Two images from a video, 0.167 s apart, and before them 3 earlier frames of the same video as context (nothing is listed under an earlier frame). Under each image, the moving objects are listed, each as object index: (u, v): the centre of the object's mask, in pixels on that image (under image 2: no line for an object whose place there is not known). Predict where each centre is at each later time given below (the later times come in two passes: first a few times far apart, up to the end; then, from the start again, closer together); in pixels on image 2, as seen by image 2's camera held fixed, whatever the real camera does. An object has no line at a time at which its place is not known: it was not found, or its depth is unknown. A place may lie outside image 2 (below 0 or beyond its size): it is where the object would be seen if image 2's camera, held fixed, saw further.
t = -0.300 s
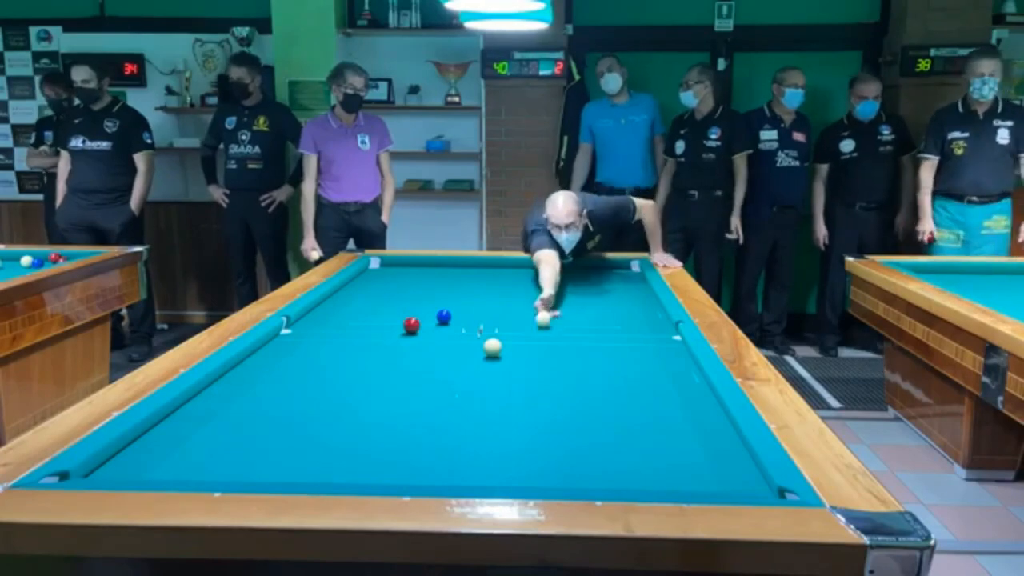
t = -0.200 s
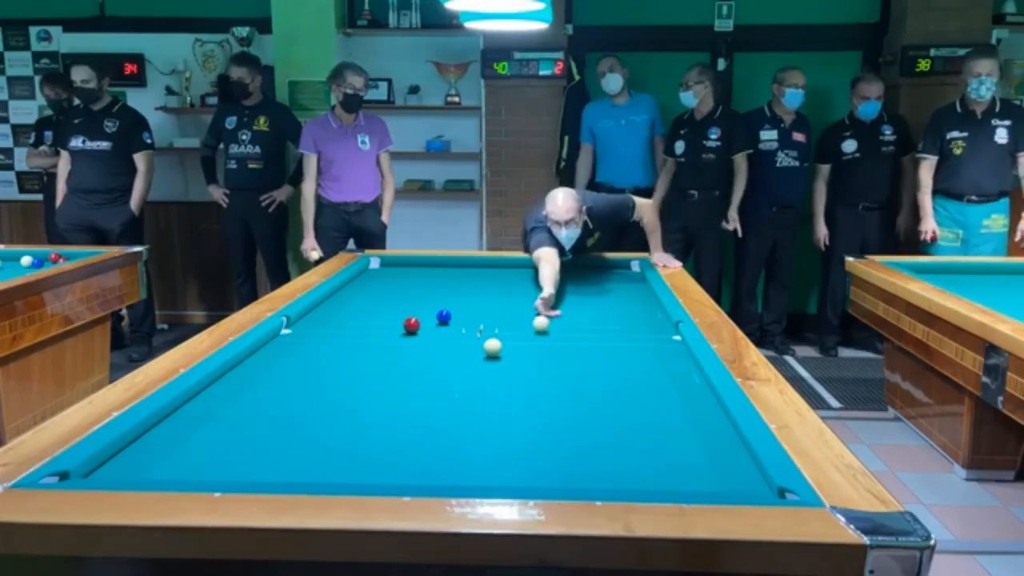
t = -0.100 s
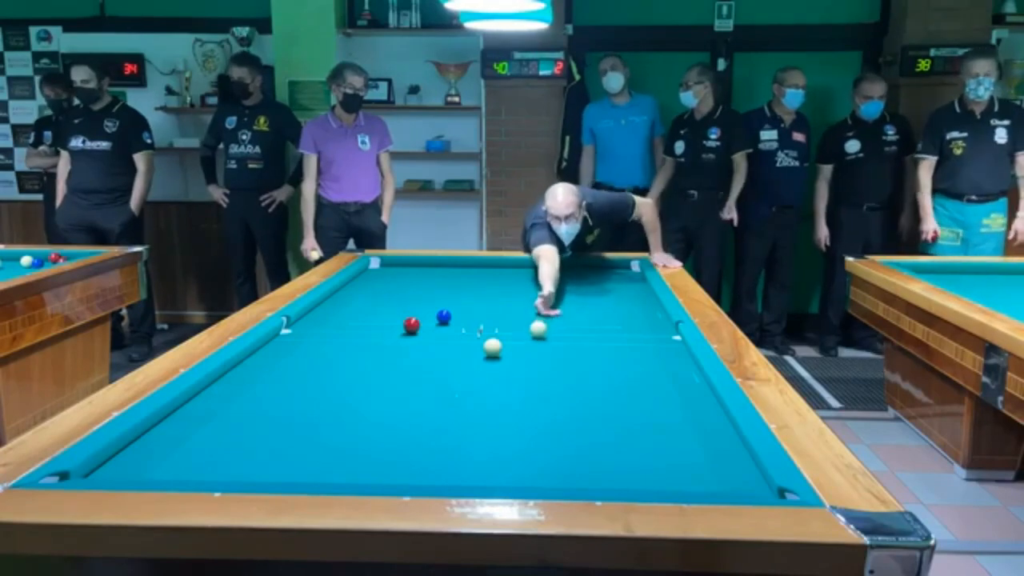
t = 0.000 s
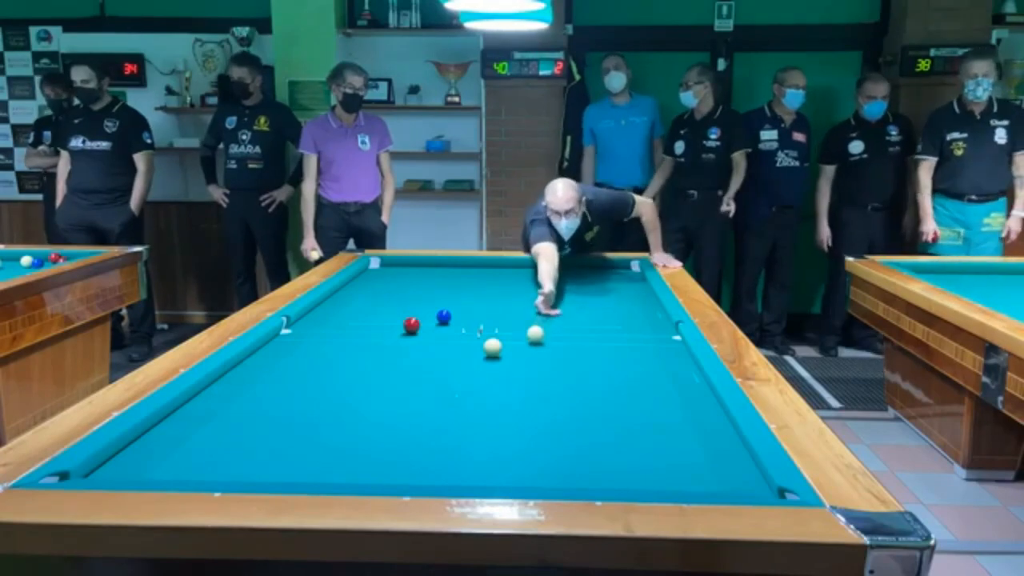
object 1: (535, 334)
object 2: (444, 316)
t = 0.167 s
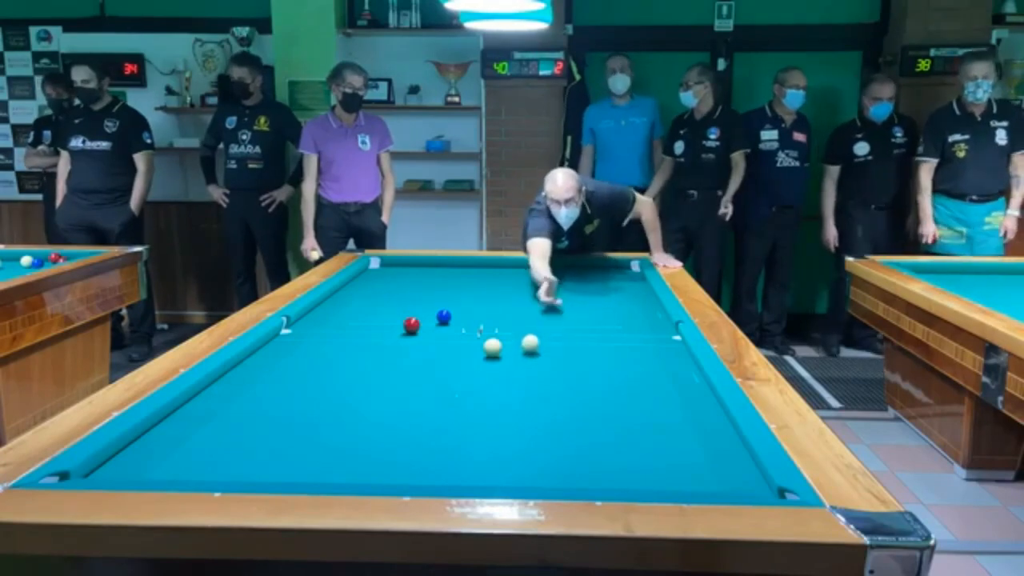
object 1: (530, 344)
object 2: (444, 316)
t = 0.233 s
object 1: (528, 348)
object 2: (444, 316)
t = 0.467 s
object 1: (520, 363)
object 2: (444, 316)
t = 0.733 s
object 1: (510, 383)
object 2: (443, 316)
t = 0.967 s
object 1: (500, 402)
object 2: (444, 316)
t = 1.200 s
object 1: (488, 425)
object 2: (444, 316)
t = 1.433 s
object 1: (475, 452)
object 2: (444, 316)
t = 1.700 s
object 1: (457, 479)
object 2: (444, 316)
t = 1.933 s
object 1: (455, 471)
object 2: (444, 316)
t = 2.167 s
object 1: (455, 454)
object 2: (444, 316)
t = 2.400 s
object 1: (455, 438)
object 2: (444, 316)
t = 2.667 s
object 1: (455, 423)
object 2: (444, 316)
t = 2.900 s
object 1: (455, 411)
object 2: (443, 316)
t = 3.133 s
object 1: (455, 401)
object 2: (443, 316)
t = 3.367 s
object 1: (455, 391)
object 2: (443, 316)
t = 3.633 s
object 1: (455, 381)
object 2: (443, 316)
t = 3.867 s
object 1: (455, 373)
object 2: (443, 316)
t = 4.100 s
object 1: (456, 366)
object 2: (444, 316)
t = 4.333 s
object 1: (456, 359)
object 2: (444, 316)
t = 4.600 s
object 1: (456, 352)
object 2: (444, 316)
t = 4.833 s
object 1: (456, 347)
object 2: (444, 316)
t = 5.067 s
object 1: (456, 342)
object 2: (444, 316)
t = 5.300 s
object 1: (456, 337)
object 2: (444, 316)
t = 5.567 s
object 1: (456, 333)
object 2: (443, 316)
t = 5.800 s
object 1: (456, 329)
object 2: (443, 316)
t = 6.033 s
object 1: (456, 326)
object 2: (443, 316)
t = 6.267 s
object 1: (455, 323)
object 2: (443, 315)
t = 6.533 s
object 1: (455, 319)
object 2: (442, 316)
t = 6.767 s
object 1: (457, 317)
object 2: (441, 315)
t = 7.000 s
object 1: (461, 315)
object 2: (437, 314)
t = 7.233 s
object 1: (464, 314)
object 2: (434, 314)
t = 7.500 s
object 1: (467, 312)
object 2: (431, 313)
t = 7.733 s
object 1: (469, 311)
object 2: (429, 313)
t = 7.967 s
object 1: (471, 311)
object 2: (428, 313)
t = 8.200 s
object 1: (472, 310)
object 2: (427, 313)
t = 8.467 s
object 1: (474, 309)
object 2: (426, 312)
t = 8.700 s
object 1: (475, 308)
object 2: (426, 312)
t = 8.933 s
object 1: (476, 307)
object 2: (426, 312)
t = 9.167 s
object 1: (477, 307)
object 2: (426, 312)
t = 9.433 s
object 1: (477, 307)
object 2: (426, 312)
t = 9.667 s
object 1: (477, 307)
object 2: (426, 312)
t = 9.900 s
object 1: (477, 307)
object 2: (426, 312)
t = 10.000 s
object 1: (477, 307)
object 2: (426, 312)
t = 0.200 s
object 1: (529, 346)
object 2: (444, 316)
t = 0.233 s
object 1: (528, 348)
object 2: (444, 316)
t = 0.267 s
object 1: (527, 350)
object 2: (444, 316)
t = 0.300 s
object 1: (526, 352)
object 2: (444, 316)
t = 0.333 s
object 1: (525, 354)
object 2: (444, 316)
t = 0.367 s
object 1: (524, 356)
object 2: (444, 316)
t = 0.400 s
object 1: (523, 359)
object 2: (444, 316)
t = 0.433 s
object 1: (521, 361)
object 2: (444, 316)
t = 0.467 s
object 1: (520, 363)
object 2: (444, 316)
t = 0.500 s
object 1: (519, 365)
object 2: (444, 316)
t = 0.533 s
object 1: (518, 367)
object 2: (444, 316)
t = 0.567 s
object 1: (517, 370)
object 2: (444, 316)
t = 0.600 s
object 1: (515, 373)
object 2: (444, 316)
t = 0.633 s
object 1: (514, 375)
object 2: (444, 316)
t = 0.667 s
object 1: (513, 377)
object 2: (444, 316)
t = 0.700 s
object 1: (511, 380)
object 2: (444, 316)
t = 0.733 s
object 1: (510, 383)
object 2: (443, 316)
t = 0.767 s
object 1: (509, 386)
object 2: (444, 316)
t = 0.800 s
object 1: (507, 388)
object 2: (444, 316)
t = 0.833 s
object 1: (506, 391)
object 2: (444, 316)
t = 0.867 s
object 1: (504, 393)
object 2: (444, 316)
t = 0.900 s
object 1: (503, 396)
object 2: (444, 316)
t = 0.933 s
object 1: (501, 399)
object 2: (444, 316)
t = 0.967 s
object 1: (500, 402)
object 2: (444, 316)
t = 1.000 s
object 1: (499, 405)
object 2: (444, 316)
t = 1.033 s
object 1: (497, 408)
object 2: (444, 316)
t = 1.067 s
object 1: (495, 411)
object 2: (444, 316)
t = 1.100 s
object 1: (494, 415)
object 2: (444, 316)
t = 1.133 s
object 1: (492, 419)
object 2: (444, 316)
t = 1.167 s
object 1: (490, 422)
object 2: (444, 316)
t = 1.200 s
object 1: (488, 425)
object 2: (444, 316)
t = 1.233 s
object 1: (487, 429)
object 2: (444, 316)
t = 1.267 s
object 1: (485, 432)
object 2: (444, 316)
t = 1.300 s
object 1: (483, 436)
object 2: (444, 316)
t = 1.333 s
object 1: (481, 440)
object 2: (444, 316)
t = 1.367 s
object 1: (479, 444)
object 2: (444, 316)
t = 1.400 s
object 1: (477, 448)
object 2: (444, 316)
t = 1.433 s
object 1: (475, 452)
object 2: (444, 316)
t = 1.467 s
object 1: (473, 457)
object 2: (444, 316)
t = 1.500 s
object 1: (471, 460)
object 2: (444, 316)
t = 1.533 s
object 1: (469, 464)
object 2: (444, 316)
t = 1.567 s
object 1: (466, 469)
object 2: (444, 316)
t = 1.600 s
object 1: (464, 472)
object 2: (444, 316)
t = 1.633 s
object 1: (462, 474)
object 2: (444, 316)
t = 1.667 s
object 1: (459, 477)
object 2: (444, 316)
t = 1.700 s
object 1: (457, 479)
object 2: (444, 316)
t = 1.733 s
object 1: (455, 481)
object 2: (444, 316)
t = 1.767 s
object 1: (455, 479)
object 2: (444, 316)
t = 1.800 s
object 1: (455, 477)
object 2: (444, 316)
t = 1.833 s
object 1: (455, 476)
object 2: (444, 316)
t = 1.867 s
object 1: (455, 475)
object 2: (444, 316)
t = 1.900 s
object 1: (455, 473)
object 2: (444, 316)
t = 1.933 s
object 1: (455, 471)
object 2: (444, 316)
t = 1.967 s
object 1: (455, 470)
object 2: (444, 316)
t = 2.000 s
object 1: (455, 468)
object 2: (444, 316)
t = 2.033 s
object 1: (455, 465)
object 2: (444, 316)
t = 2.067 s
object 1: (455, 462)
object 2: (444, 316)
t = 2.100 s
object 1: (455, 460)
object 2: (444, 316)
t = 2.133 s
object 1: (455, 457)
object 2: (444, 316)
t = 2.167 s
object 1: (455, 454)
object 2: (444, 316)
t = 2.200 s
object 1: (455, 452)
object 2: (444, 316)
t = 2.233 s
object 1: (455, 450)
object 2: (444, 316)
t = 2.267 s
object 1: (455, 447)
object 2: (444, 316)
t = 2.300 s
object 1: (455, 445)
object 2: (444, 316)
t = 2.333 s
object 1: (455, 443)
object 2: (444, 316)
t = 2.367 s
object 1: (455, 441)
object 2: (444, 316)
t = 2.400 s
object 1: (455, 438)
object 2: (444, 316)
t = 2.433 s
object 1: (455, 437)
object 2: (444, 316)
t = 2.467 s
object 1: (455, 434)
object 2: (444, 316)
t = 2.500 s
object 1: (455, 432)
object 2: (444, 316)
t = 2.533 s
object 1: (455, 431)
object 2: (444, 316)
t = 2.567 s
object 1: (455, 429)
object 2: (444, 316)
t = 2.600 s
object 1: (455, 427)
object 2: (444, 316)
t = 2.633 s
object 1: (455, 425)
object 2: (444, 316)
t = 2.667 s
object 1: (455, 423)
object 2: (444, 316)
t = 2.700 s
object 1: (455, 421)
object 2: (444, 316)
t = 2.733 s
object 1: (455, 420)
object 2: (444, 316)
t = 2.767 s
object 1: (455, 418)
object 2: (444, 316)
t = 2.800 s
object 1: (455, 417)
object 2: (443, 316)
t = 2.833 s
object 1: (455, 415)
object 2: (443, 316)
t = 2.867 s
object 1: (455, 413)
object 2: (443, 316)
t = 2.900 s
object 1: (455, 411)
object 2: (443, 316)
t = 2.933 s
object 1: (455, 410)
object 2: (443, 316)
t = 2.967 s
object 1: (455, 408)
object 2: (443, 316)
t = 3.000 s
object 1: (455, 407)
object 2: (443, 316)
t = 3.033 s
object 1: (455, 405)
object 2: (443, 316)
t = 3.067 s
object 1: (455, 403)
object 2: (443, 316)
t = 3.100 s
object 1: (455, 402)
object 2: (443, 316)
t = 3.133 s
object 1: (455, 401)
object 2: (443, 316)
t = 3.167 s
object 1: (455, 399)
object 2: (443, 316)
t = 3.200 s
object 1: (455, 398)
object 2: (443, 316)
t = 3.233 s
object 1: (455, 396)
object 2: (443, 316)
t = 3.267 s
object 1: (455, 395)
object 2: (443, 316)
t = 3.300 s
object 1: (455, 394)
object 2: (443, 316)
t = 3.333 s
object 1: (455, 392)
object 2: (443, 316)
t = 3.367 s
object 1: (455, 391)
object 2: (443, 316)
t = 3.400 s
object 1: (455, 390)
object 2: (443, 316)
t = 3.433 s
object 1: (455, 388)
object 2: (443, 316)
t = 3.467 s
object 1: (455, 387)
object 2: (443, 316)
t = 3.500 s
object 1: (455, 385)
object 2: (443, 316)
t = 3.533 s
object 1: (455, 385)
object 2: (443, 316)
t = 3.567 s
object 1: (455, 383)
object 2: (443, 316)
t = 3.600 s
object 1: (455, 382)
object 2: (443, 316)
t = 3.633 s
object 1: (455, 381)
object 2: (443, 316)
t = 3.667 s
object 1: (455, 380)
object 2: (443, 316)
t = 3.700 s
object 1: (455, 379)
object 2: (443, 316)
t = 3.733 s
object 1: (455, 377)
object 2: (443, 316)
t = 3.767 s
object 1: (455, 376)
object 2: (443, 316)
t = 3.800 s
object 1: (455, 375)
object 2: (443, 316)
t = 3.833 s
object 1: (455, 374)
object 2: (443, 316)
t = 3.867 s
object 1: (455, 373)
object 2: (443, 316)
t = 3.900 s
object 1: (455, 372)
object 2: (443, 316)
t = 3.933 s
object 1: (455, 371)
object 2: (443, 316)
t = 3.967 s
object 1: (455, 370)
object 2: (443, 316)
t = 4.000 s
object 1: (455, 369)
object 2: (443, 316)
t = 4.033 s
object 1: (455, 368)
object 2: (444, 316)
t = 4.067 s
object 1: (455, 367)
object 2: (444, 316)
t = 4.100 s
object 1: (456, 366)
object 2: (444, 316)
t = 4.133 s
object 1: (456, 365)
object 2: (444, 316)
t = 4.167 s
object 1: (455, 364)
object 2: (444, 316)
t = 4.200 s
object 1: (456, 363)
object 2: (444, 316)
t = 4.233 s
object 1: (456, 362)
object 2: (444, 316)
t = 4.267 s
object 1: (456, 361)
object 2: (444, 316)
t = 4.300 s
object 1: (456, 360)
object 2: (444, 316)
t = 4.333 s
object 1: (456, 359)
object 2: (444, 316)
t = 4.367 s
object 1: (456, 358)
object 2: (444, 316)
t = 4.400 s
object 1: (456, 357)
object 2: (444, 316)
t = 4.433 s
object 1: (455, 356)
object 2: (444, 316)
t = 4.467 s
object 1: (456, 356)
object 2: (444, 316)
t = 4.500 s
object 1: (455, 355)
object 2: (444, 316)
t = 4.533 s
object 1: (455, 354)
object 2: (444, 316)
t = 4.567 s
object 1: (456, 353)
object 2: (444, 316)
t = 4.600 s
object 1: (456, 352)
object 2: (444, 316)
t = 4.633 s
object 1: (456, 351)
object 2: (444, 316)
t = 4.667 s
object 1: (456, 350)
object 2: (444, 316)
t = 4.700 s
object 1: (456, 350)
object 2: (444, 316)
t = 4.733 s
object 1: (456, 349)
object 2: (444, 316)
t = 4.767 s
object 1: (456, 348)
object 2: (444, 316)
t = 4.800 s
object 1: (456, 347)
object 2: (444, 316)
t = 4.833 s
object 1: (456, 347)
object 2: (444, 316)
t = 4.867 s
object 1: (456, 346)
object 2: (444, 316)
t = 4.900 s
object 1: (456, 345)
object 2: (444, 316)
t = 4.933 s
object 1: (456, 345)
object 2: (444, 316)
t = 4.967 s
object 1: (456, 344)
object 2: (444, 316)
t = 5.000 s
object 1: (456, 343)
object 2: (444, 316)
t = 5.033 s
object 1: (456, 343)
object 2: (444, 316)
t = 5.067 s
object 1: (456, 342)
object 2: (444, 316)
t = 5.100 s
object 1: (456, 341)
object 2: (443, 316)
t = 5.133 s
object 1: (456, 341)
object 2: (444, 316)
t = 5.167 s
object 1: (456, 340)
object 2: (443, 316)
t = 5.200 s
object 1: (456, 339)
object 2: (444, 316)
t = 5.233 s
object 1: (456, 339)
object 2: (443, 316)
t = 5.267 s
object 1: (456, 338)
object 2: (443, 316)
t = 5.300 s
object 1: (456, 337)
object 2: (444, 316)
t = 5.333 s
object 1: (456, 337)
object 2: (443, 316)
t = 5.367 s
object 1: (456, 336)
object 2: (444, 316)
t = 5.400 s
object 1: (456, 336)
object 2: (444, 316)
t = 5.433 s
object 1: (456, 335)
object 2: (443, 316)
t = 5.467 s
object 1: (456, 334)
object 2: (443, 316)
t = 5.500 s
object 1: (456, 334)
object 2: (443, 316)
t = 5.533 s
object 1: (456, 333)
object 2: (443, 316)
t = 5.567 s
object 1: (456, 333)
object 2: (443, 316)
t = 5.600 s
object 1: (456, 332)
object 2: (443, 316)
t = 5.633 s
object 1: (456, 332)
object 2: (443, 316)
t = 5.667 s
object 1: (456, 331)
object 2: (443, 316)
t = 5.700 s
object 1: (456, 330)
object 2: (443, 316)
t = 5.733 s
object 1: (456, 330)
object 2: (443, 316)
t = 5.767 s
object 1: (456, 330)
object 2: (443, 316)
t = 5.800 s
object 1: (456, 329)
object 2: (443, 316)
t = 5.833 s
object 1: (456, 328)
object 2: (443, 316)
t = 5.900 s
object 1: (456, 327)
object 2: (443, 316)
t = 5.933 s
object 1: (456, 327)
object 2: (443, 316)
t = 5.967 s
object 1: (456, 327)
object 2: (443, 316)
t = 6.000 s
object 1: (456, 326)
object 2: (443, 316)
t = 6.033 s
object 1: (456, 326)
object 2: (443, 316)
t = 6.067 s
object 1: (456, 325)
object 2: (443, 316)
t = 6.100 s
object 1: (456, 325)
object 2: (443, 316)
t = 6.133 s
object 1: (455, 324)
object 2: (443, 316)
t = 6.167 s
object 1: (455, 324)
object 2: (443, 316)
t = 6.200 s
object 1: (456, 324)
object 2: (443, 315)
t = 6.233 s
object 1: (456, 323)
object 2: (443, 315)
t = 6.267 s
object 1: (455, 323)
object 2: (443, 315)
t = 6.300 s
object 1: (455, 322)
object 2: (443, 315)
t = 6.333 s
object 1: (455, 322)
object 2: (443, 316)
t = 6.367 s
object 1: (455, 321)
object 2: (443, 315)
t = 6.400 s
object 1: (455, 321)
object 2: (443, 315)
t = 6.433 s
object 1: (455, 321)
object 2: (443, 315)
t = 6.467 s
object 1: (455, 320)
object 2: (443, 315)
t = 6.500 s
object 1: (455, 320)
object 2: (442, 316)
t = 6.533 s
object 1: (455, 319)
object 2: (442, 316)
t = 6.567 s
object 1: (455, 319)
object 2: (442, 315)
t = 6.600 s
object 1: (455, 319)
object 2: (442, 316)
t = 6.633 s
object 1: (456, 318)
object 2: (442, 316)
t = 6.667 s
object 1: (456, 318)
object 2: (442, 316)
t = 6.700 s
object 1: (457, 318)
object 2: (441, 315)
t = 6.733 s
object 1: (457, 317)
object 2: (441, 315)
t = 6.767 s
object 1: (457, 317)
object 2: (441, 315)
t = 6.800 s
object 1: (458, 317)
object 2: (440, 315)
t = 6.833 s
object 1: (459, 317)
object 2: (439, 315)
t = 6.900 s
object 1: (459, 316)
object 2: (438, 315)
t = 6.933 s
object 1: (460, 316)
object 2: (438, 314)
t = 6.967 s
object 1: (461, 316)
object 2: (437, 314)
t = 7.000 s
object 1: (461, 315)
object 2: (437, 314)
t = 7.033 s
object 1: (461, 315)
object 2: (437, 314)
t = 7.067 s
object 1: (462, 315)
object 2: (436, 314)
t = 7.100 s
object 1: (462, 315)
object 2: (436, 314)
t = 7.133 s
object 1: (463, 314)
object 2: (435, 314)
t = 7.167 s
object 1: (463, 314)
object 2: (435, 314)
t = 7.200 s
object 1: (463, 314)
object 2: (434, 314)
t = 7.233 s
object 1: (464, 314)
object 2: (434, 314)
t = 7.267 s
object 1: (464, 314)
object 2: (433, 314)
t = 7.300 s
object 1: (465, 313)
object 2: (433, 314)
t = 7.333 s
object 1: (465, 313)
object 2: (433, 314)
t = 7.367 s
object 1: (465, 313)
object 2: (432, 314)
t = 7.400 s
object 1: (466, 313)
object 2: (432, 314)
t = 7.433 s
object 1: (466, 313)
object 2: (431, 314)
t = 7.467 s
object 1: (466, 313)
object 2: (431, 314)
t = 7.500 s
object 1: (467, 312)
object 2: (431, 313)
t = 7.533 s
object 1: (467, 312)
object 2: (431, 314)
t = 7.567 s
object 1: (467, 312)
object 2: (430, 313)
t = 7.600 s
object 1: (467, 312)
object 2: (430, 313)
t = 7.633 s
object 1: (468, 312)
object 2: (430, 313)
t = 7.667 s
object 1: (468, 311)
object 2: (429, 313)
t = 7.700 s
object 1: (468, 311)
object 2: (429, 313)
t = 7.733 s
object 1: (469, 311)
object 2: (429, 313)
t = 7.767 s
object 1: (469, 311)
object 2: (429, 313)
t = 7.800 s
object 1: (469, 311)
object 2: (429, 313)
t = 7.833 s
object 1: (469, 311)
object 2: (428, 313)
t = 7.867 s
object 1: (469, 311)
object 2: (428, 313)
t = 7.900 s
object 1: (470, 311)
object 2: (428, 313)
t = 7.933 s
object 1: (470, 311)
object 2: (428, 313)
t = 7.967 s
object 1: (471, 311)
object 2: (428, 313)
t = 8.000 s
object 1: (471, 310)
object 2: (428, 313)
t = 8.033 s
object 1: (471, 310)
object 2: (428, 313)
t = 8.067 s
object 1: (471, 310)
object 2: (427, 313)
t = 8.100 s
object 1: (471, 310)
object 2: (427, 313)
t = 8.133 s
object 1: (472, 310)
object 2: (427, 313)
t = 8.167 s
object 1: (472, 310)
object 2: (427, 313)
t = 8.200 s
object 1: (472, 310)
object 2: (427, 313)
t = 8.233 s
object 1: (472, 309)
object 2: (427, 313)
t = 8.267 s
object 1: (473, 309)
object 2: (426, 313)
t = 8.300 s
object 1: (473, 309)
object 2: (426, 312)
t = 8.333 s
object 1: (473, 309)
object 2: (426, 312)
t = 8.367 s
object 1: (473, 309)
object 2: (426, 312)
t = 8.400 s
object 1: (474, 309)
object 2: (426, 312)
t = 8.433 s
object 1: (474, 309)
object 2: (426, 312)
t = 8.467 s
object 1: (474, 309)
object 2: (426, 312)
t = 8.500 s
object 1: (474, 309)
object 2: (426, 312)
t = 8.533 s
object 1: (474, 309)
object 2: (426, 312)
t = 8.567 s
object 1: (475, 308)
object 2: (426, 312)
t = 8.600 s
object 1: (475, 308)
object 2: (426, 312)
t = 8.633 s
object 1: (475, 308)
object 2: (426, 312)
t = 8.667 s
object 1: (475, 308)
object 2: (426, 312)
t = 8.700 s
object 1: (475, 308)
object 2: (426, 312)
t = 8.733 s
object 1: (475, 308)
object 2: (426, 312)
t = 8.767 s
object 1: (475, 308)
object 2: (426, 312)
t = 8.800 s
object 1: (475, 307)
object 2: (426, 312)
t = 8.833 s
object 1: (476, 307)
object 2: (426, 312)
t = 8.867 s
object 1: (476, 307)
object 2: (426, 312)
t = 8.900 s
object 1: (476, 307)
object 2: (426, 312)
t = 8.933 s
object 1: (476, 307)
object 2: (426, 312)
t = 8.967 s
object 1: (476, 307)
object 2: (426, 312)
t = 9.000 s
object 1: (476, 307)
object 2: (426, 312)
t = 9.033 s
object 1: (476, 307)
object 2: (426, 312)
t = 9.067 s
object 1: (476, 307)
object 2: (426, 312)
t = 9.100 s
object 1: (476, 307)
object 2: (426, 312)
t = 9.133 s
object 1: (477, 307)
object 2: (426, 312)
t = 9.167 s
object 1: (477, 307)
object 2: (426, 312)
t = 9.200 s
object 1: (477, 307)
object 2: (426, 312)
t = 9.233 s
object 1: (477, 307)
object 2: (426, 312)
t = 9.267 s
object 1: (477, 307)
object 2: (426, 312)
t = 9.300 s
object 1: (477, 307)
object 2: (426, 312)
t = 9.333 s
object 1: (477, 307)
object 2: (426, 312)
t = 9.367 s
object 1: (477, 307)
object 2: (426, 312)
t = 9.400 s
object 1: (477, 307)
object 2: (426, 312)
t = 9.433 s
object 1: (477, 307)
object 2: (426, 312)
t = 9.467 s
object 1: (477, 307)
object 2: (426, 312)
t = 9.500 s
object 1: (477, 307)
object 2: (426, 312)
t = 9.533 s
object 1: (477, 307)
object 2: (426, 312)
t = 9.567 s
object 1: (477, 307)
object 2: (426, 312)
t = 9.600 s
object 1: (477, 307)
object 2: (426, 312)
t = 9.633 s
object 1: (477, 307)
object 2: (426, 312)
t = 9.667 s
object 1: (477, 307)
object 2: (426, 312)
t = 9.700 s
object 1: (477, 307)
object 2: (426, 312)
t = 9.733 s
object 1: (477, 307)
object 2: (426, 312)
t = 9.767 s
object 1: (477, 307)
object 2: (426, 312)
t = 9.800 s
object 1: (477, 307)
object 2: (426, 312)
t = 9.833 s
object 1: (477, 307)
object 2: (426, 312)
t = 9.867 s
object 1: (477, 307)
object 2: (426, 312)
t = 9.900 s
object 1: (477, 307)
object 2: (426, 312)
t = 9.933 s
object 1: (477, 307)
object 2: (426, 312)
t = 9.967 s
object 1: (477, 307)
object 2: (426, 312)
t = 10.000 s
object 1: (477, 307)
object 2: (426, 312)
